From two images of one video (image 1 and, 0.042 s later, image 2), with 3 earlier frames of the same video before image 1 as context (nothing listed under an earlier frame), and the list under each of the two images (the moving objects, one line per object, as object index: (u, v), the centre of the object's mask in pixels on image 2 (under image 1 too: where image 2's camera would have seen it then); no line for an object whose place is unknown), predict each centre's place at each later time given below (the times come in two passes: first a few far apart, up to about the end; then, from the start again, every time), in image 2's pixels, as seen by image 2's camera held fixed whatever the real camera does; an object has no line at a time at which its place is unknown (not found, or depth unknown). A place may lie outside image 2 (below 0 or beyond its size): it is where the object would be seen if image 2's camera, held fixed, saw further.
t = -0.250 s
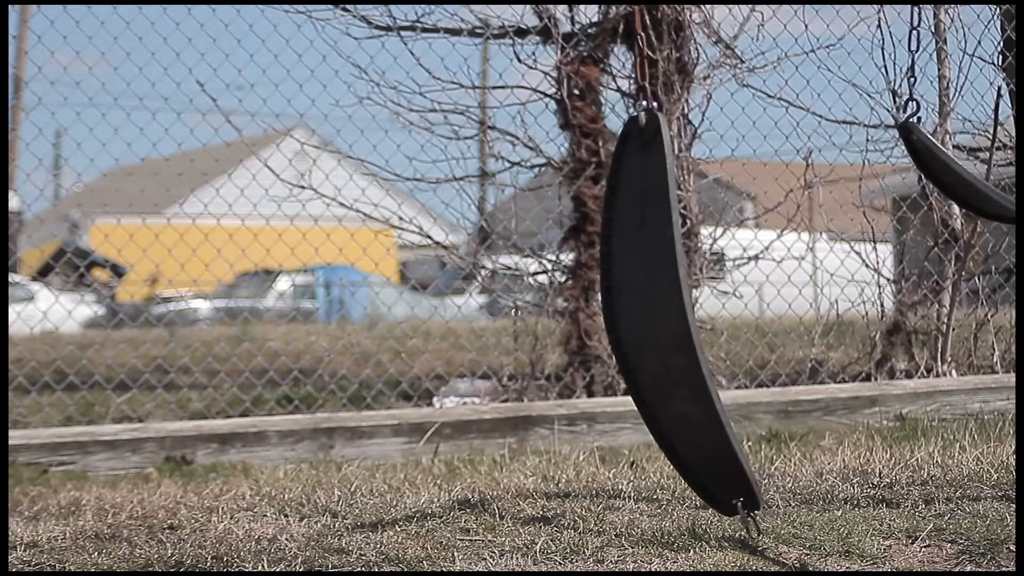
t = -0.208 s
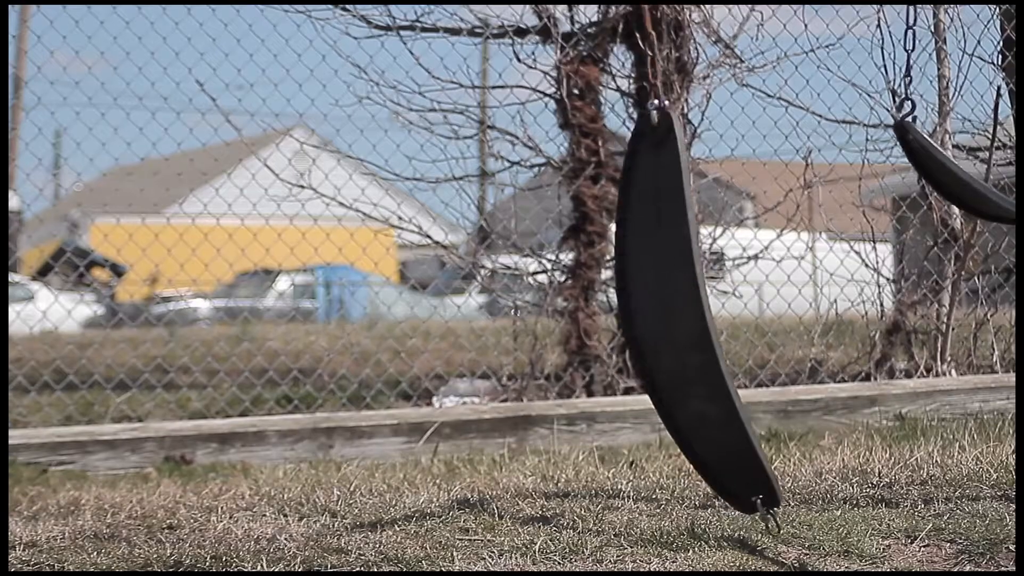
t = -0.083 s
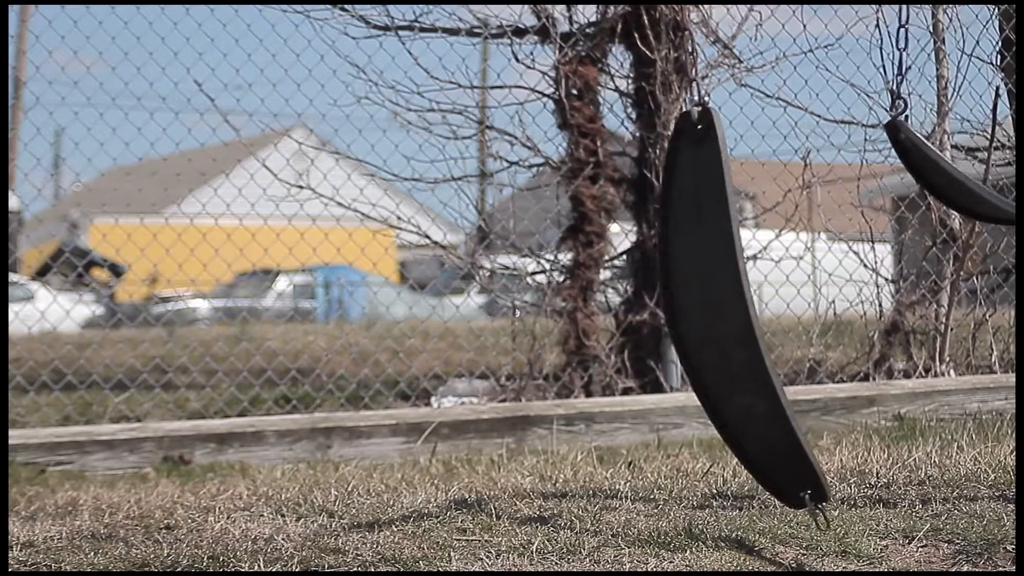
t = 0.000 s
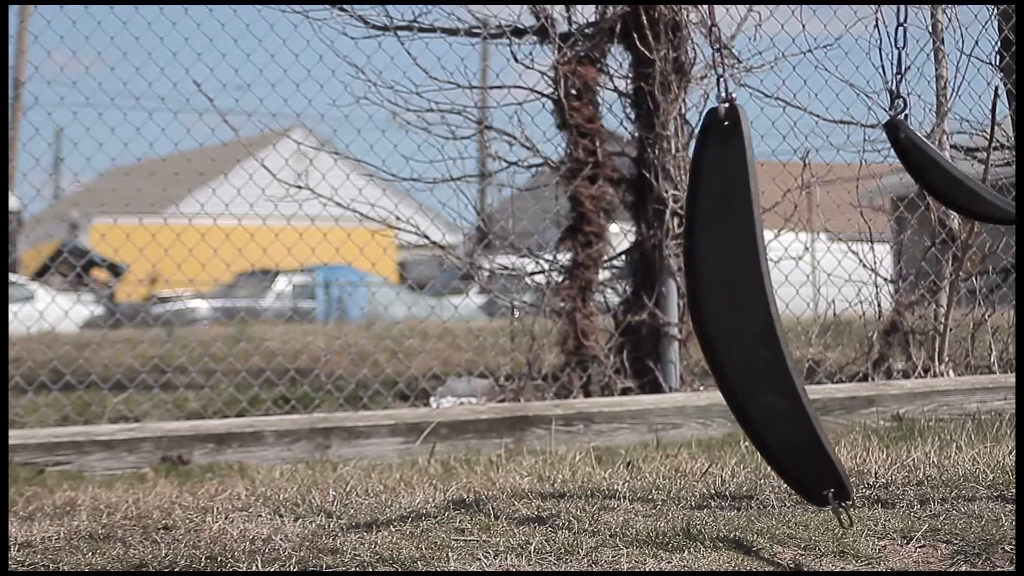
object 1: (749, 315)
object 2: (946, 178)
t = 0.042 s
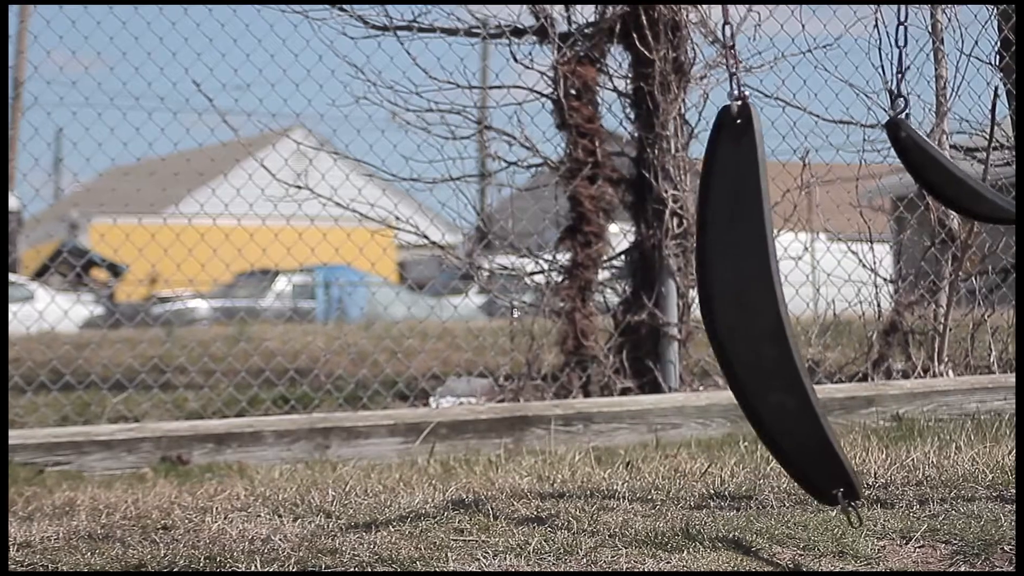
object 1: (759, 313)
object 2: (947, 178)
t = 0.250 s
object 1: (798, 308)
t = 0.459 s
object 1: (802, 307)
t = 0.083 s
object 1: (770, 312)
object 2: (949, 177)
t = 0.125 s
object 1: (779, 311)
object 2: (951, 176)
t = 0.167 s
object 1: (785, 308)
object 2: (953, 175)
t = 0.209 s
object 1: (793, 309)
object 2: (956, 174)
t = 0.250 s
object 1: (798, 308)
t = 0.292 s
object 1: (802, 308)
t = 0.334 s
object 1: (805, 308)
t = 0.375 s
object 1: (805, 307)
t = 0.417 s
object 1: (804, 307)
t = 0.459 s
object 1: (802, 307)
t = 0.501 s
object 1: (797, 308)
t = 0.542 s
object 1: (790, 308)
